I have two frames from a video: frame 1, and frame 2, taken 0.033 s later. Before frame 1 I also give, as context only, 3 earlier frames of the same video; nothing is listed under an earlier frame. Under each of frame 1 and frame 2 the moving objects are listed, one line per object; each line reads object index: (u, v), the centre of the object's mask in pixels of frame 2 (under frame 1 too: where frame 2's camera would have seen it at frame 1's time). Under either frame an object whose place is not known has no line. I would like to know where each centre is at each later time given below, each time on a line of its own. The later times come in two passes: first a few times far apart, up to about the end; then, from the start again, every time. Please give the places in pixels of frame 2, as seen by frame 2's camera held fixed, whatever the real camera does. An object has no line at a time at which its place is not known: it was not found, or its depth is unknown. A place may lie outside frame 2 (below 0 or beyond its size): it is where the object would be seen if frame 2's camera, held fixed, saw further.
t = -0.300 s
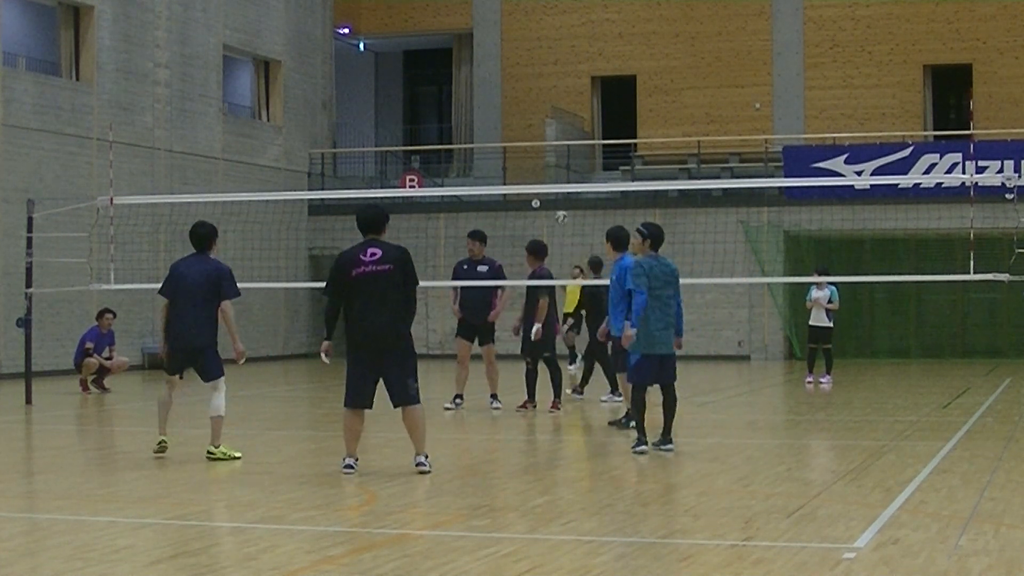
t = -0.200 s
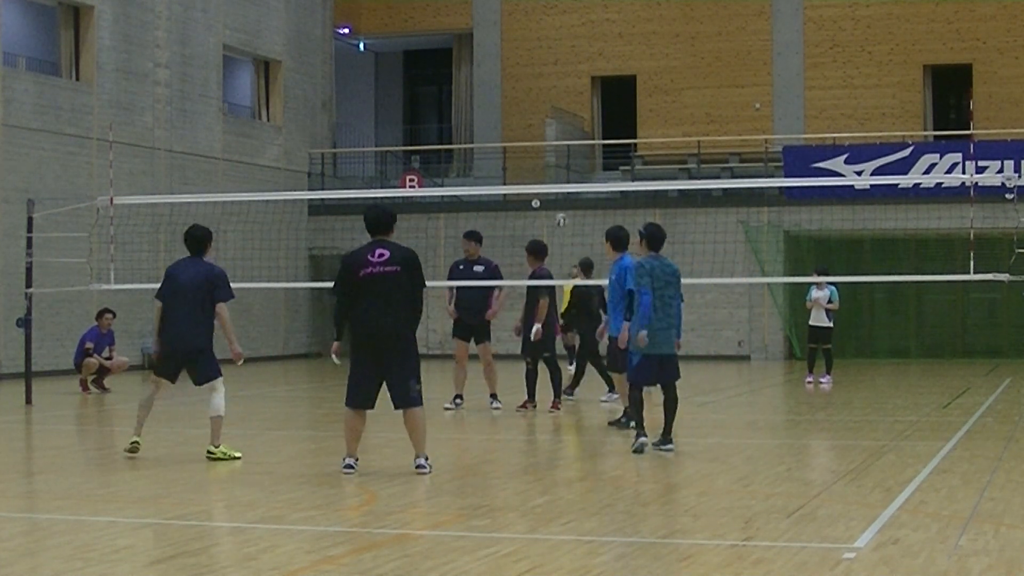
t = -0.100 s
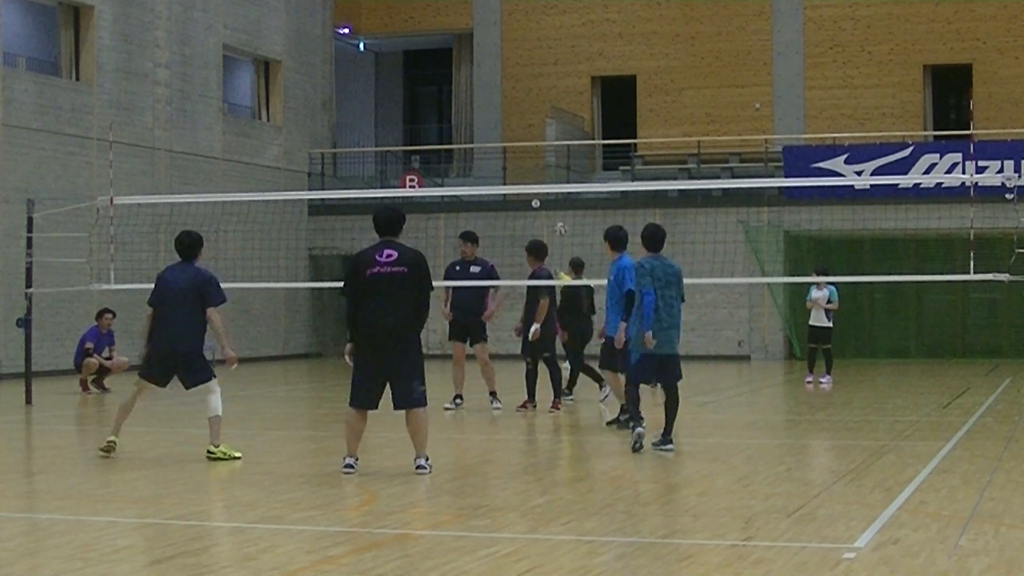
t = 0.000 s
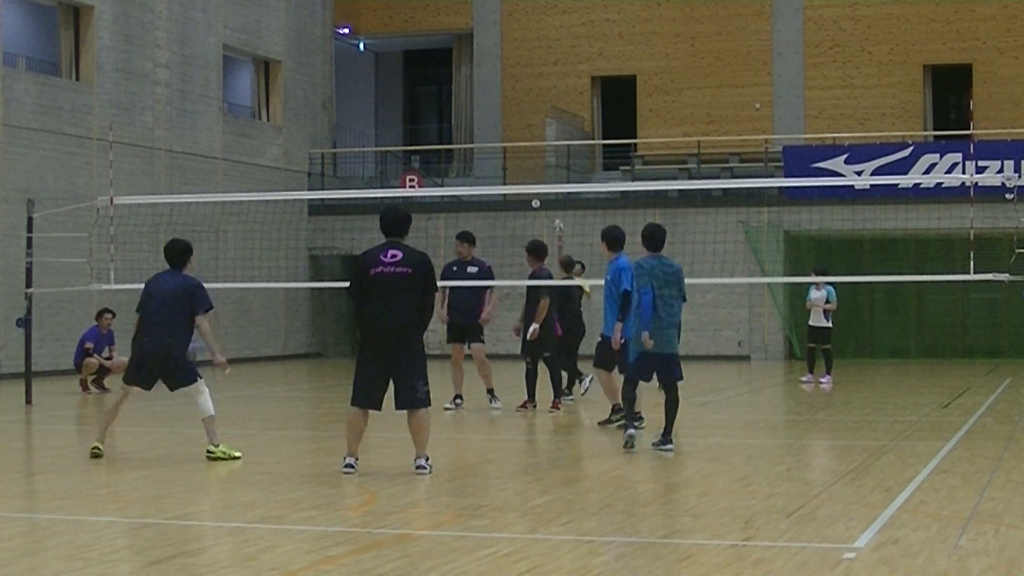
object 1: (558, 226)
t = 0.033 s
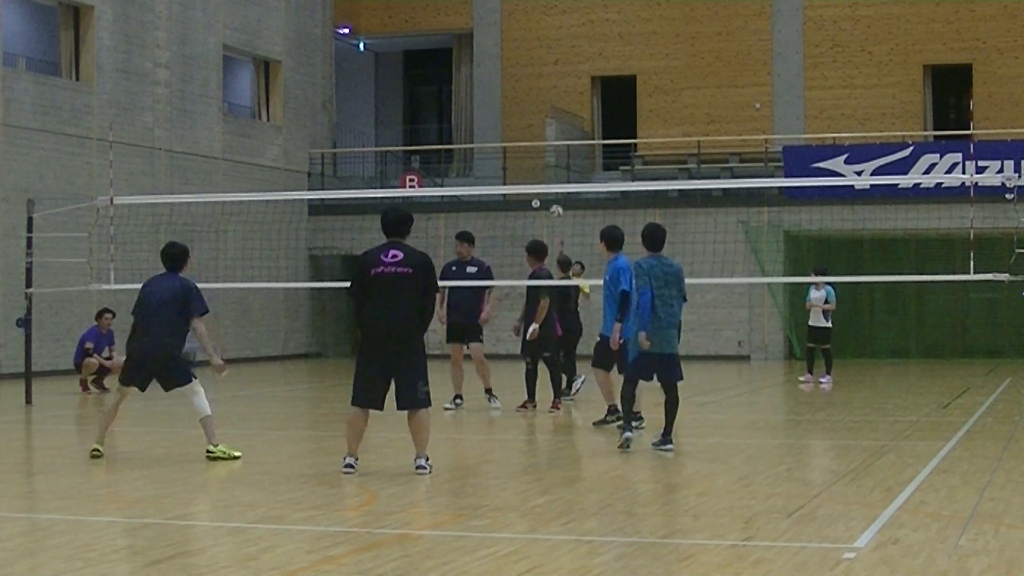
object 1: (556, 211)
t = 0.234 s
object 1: (541, 131)
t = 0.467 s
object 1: (526, 65)
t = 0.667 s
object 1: (514, 39)
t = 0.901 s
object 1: (506, 48)
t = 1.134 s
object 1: (505, 118)
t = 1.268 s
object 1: (509, 193)
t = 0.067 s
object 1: (554, 198)
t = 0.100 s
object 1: (552, 180)
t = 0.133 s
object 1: (549, 169)
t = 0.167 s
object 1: (547, 156)
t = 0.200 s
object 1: (544, 142)
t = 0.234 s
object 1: (541, 131)
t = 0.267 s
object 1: (539, 120)
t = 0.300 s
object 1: (536, 109)
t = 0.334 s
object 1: (534, 99)
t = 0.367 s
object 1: (532, 89)
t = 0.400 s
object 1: (530, 80)
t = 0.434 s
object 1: (528, 72)
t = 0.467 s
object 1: (526, 65)
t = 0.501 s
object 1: (524, 59)
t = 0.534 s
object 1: (522, 54)
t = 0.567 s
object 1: (520, 48)
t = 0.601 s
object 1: (518, 44)
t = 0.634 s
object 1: (516, 41)
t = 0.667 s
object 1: (514, 39)
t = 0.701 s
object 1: (513, 37)
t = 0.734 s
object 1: (511, 36)
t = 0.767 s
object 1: (510, 36)
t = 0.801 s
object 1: (509, 37)
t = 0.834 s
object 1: (508, 40)
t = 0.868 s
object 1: (507, 43)
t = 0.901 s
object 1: (506, 48)
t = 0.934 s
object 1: (505, 53)
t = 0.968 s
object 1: (505, 61)
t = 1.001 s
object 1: (505, 69)
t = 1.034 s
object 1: (505, 79)
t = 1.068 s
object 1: (505, 91)
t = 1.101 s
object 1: (504, 103)
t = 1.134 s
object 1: (505, 118)
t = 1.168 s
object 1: (506, 134)
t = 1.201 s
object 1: (506, 152)
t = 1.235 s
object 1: (508, 171)
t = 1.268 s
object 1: (509, 193)
